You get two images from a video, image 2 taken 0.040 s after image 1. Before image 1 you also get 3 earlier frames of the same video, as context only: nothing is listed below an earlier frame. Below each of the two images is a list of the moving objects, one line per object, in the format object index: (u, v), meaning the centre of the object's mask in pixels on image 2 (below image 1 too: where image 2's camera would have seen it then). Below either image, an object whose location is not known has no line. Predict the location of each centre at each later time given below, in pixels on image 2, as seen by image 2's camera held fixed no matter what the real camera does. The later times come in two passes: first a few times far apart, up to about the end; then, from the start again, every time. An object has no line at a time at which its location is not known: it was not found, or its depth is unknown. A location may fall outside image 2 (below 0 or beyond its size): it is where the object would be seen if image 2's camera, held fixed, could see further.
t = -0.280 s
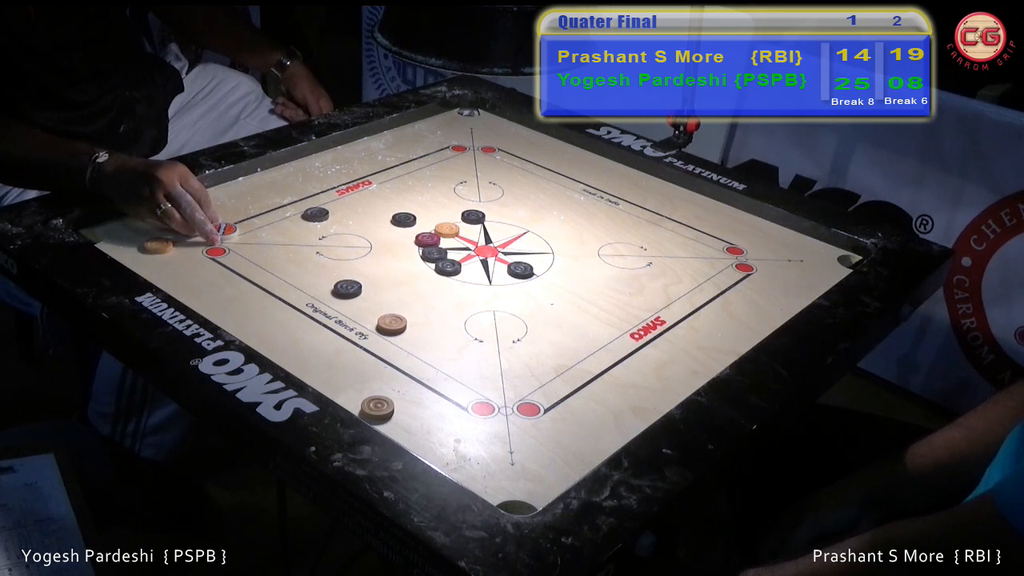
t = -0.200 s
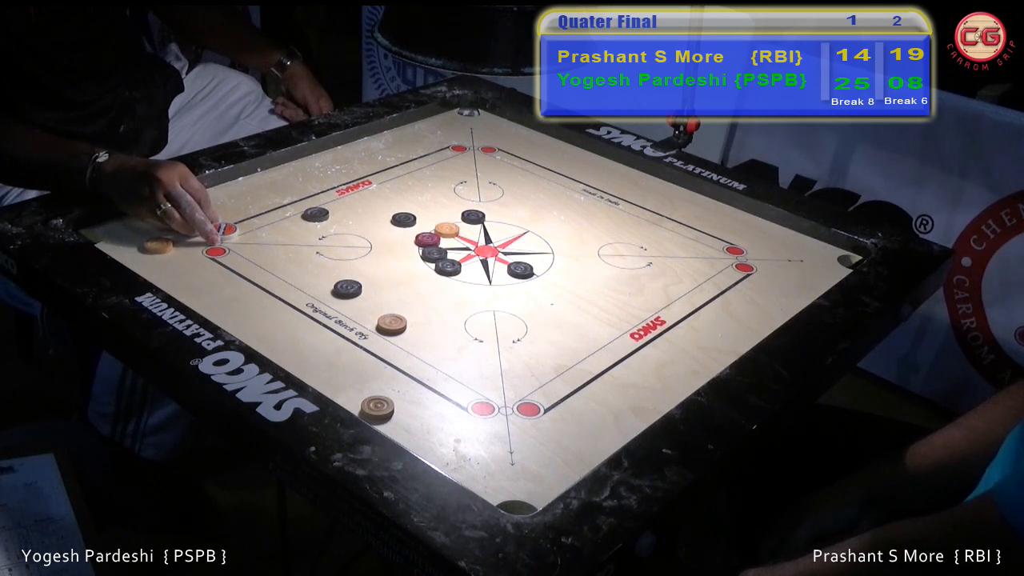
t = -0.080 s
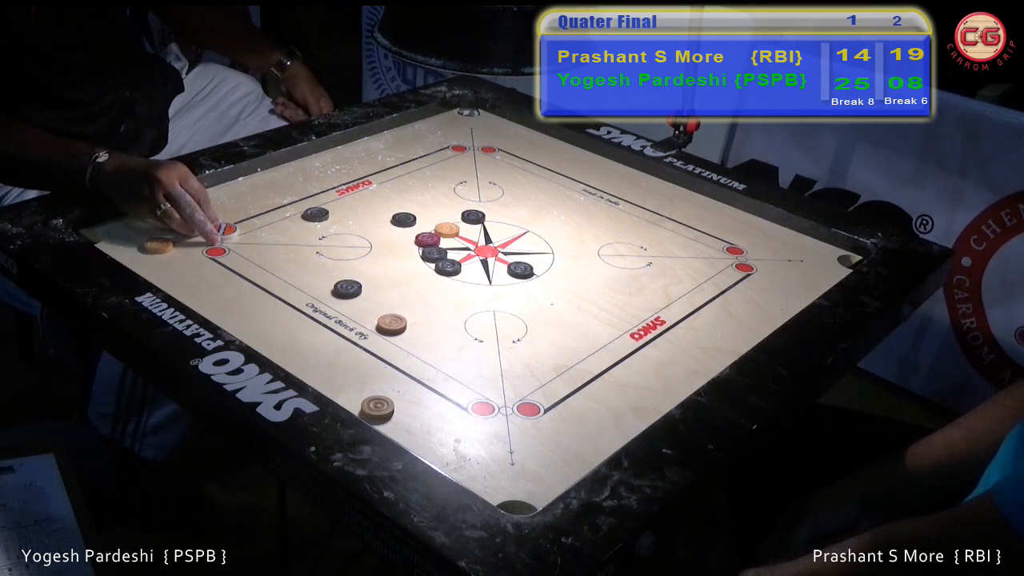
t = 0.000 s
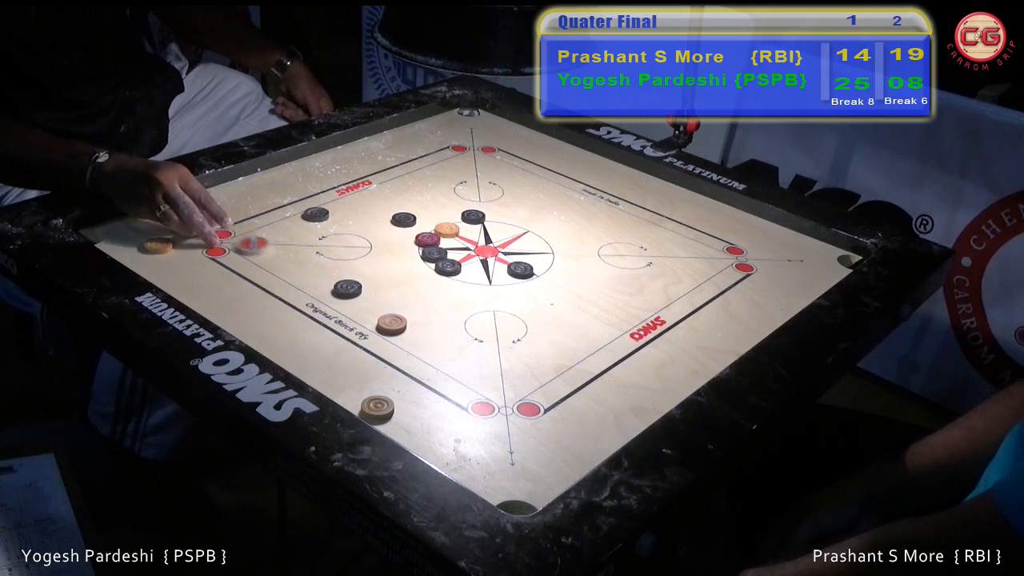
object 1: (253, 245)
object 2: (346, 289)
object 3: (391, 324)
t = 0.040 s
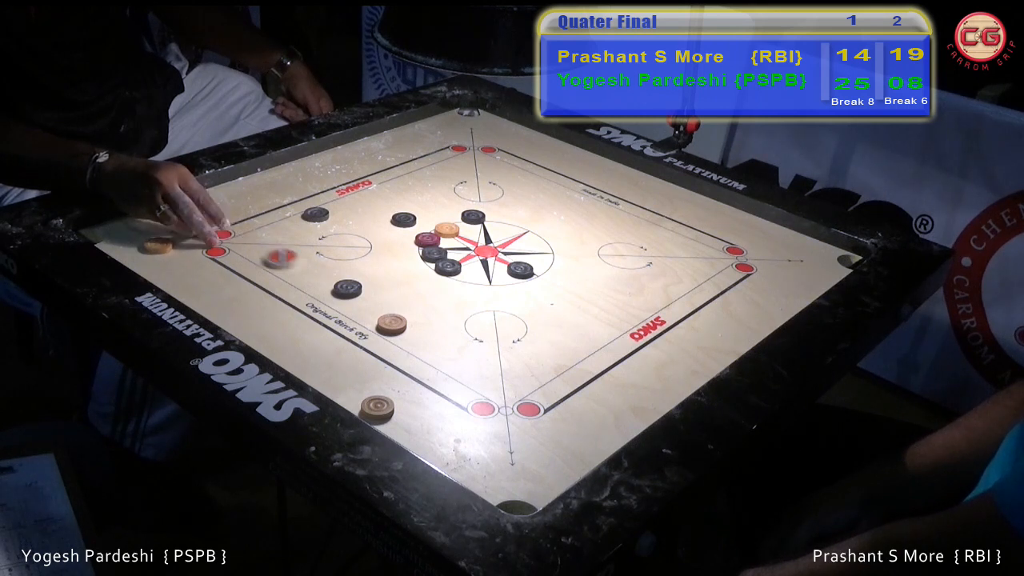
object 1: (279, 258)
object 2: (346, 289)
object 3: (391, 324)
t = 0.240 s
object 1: (372, 298)
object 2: (450, 309)
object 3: (416, 370)
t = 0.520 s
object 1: (432, 322)
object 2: (557, 309)
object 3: (477, 469)
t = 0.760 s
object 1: (440, 325)
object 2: (572, 309)
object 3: (494, 491)
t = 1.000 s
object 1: (440, 325)
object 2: (572, 309)
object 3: (494, 490)
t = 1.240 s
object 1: (440, 325)
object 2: (572, 309)
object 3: (494, 491)
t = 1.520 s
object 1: (440, 325)
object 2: (572, 309)
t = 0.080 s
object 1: (308, 271)
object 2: (346, 289)
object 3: (391, 324)
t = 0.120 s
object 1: (330, 281)
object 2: (366, 298)
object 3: (391, 324)
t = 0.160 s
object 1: (345, 287)
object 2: (400, 309)
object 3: (396, 333)
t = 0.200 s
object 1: (359, 293)
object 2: (426, 309)
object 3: (406, 351)
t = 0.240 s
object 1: (372, 298)
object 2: (450, 309)
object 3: (416, 370)
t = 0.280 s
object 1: (383, 303)
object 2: (471, 309)
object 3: (426, 388)
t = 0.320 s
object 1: (395, 307)
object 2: (491, 309)
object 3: (435, 405)
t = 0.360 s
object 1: (404, 311)
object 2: (508, 309)
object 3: (444, 421)
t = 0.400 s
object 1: (413, 315)
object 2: (524, 309)
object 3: (453, 435)
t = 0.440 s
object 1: (420, 318)
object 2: (537, 309)
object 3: (461, 448)
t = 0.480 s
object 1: (427, 320)
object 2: (548, 309)
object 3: (469, 461)
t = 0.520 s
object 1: (432, 322)
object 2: (557, 309)
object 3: (477, 469)
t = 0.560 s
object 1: (436, 323)
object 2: (564, 309)
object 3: (482, 477)
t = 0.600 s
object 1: (438, 324)
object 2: (569, 309)
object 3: (487, 483)
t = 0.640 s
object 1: (440, 325)
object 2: (571, 309)
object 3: (491, 488)
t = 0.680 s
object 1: (440, 325)
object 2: (572, 309)
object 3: (494, 490)
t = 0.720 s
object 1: (440, 325)
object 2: (572, 309)
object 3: (495, 491)
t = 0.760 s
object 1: (440, 325)
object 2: (572, 309)
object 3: (494, 491)
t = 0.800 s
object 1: (440, 325)
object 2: (572, 309)
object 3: (494, 491)
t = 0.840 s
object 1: (440, 325)
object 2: (572, 309)
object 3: (494, 490)
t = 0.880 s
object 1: (440, 325)
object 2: (572, 309)
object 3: (494, 491)
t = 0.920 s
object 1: (440, 325)
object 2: (572, 309)
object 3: (494, 490)
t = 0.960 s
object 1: (440, 325)
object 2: (572, 309)
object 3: (494, 490)
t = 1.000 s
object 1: (440, 325)
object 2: (572, 309)
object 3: (494, 490)
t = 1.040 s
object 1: (440, 325)
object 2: (572, 309)
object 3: (494, 490)
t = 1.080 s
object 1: (440, 325)
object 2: (572, 309)
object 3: (494, 490)
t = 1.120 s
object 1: (440, 325)
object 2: (572, 309)
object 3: (494, 490)
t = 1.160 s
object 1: (440, 325)
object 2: (572, 309)
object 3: (494, 491)
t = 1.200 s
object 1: (440, 325)
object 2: (572, 309)
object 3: (494, 490)
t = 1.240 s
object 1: (440, 325)
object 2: (572, 309)
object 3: (494, 491)
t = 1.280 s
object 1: (440, 325)
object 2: (572, 309)
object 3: (494, 490)
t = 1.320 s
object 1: (440, 325)
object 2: (572, 309)
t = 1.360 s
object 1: (440, 325)
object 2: (572, 309)
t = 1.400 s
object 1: (440, 325)
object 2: (572, 309)
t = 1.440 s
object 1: (440, 325)
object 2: (572, 309)
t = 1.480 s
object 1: (440, 325)
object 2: (572, 309)
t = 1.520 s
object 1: (440, 325)
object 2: (572, 309)
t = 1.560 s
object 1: (440, 325)
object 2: (572, 309)
